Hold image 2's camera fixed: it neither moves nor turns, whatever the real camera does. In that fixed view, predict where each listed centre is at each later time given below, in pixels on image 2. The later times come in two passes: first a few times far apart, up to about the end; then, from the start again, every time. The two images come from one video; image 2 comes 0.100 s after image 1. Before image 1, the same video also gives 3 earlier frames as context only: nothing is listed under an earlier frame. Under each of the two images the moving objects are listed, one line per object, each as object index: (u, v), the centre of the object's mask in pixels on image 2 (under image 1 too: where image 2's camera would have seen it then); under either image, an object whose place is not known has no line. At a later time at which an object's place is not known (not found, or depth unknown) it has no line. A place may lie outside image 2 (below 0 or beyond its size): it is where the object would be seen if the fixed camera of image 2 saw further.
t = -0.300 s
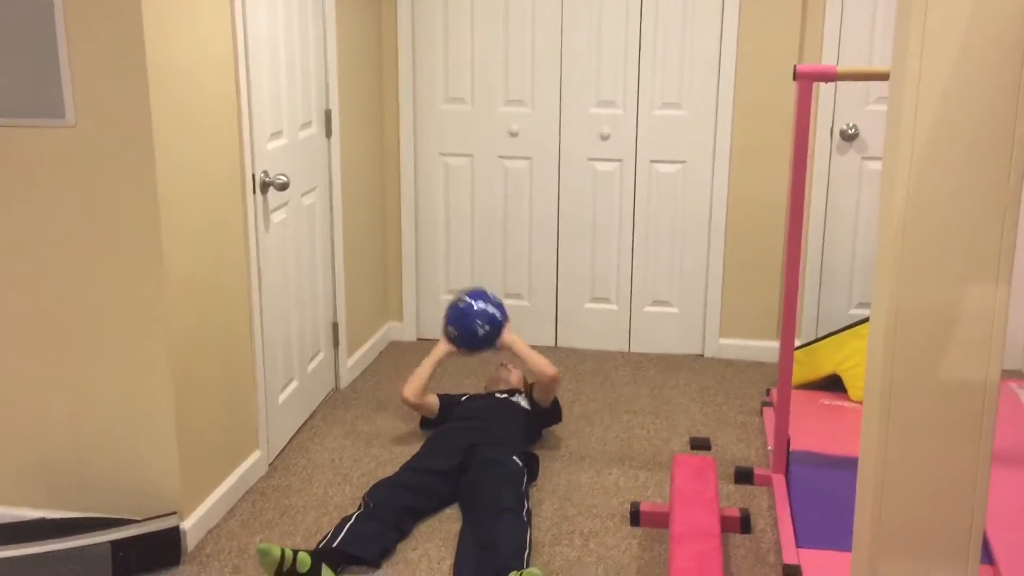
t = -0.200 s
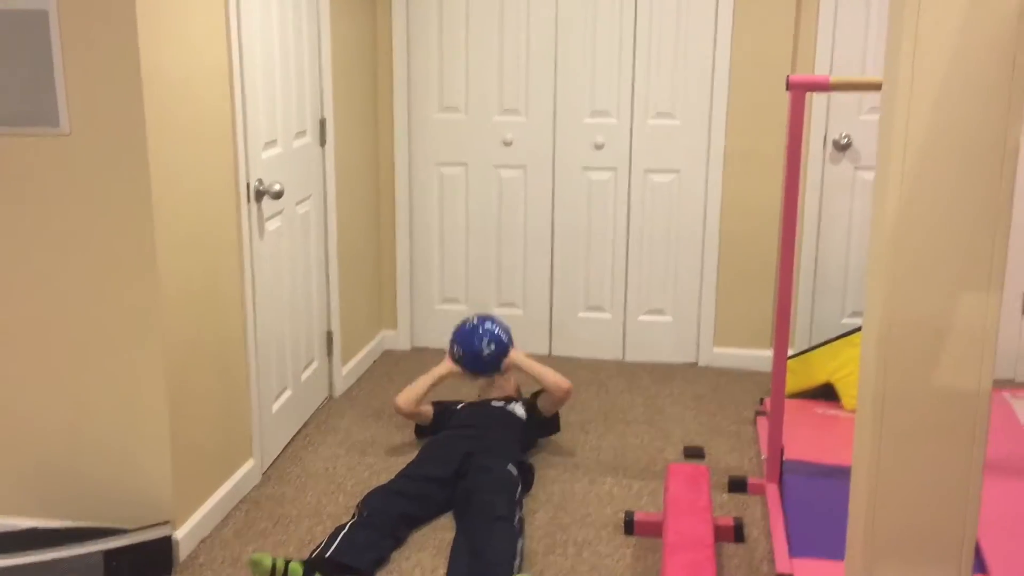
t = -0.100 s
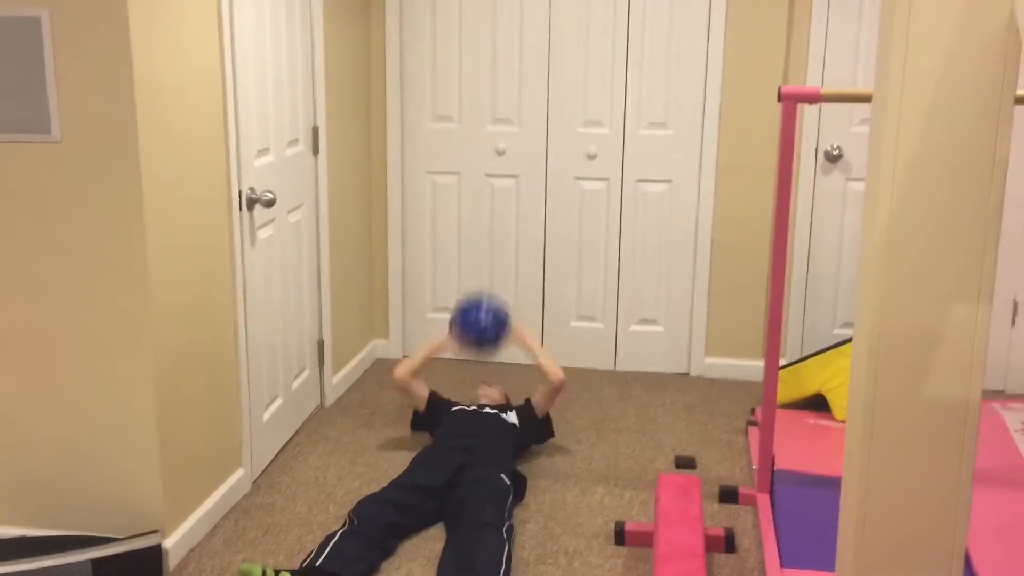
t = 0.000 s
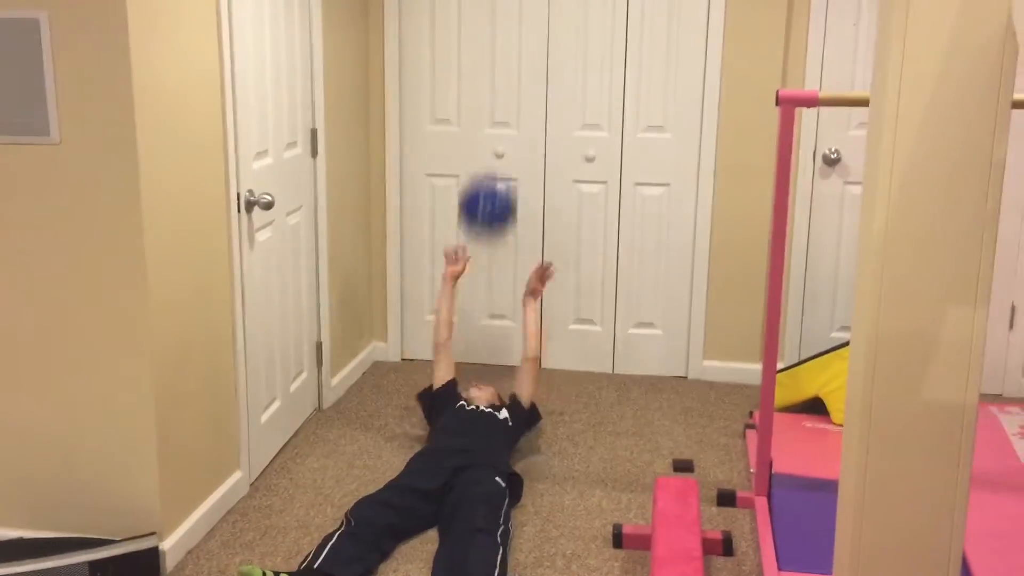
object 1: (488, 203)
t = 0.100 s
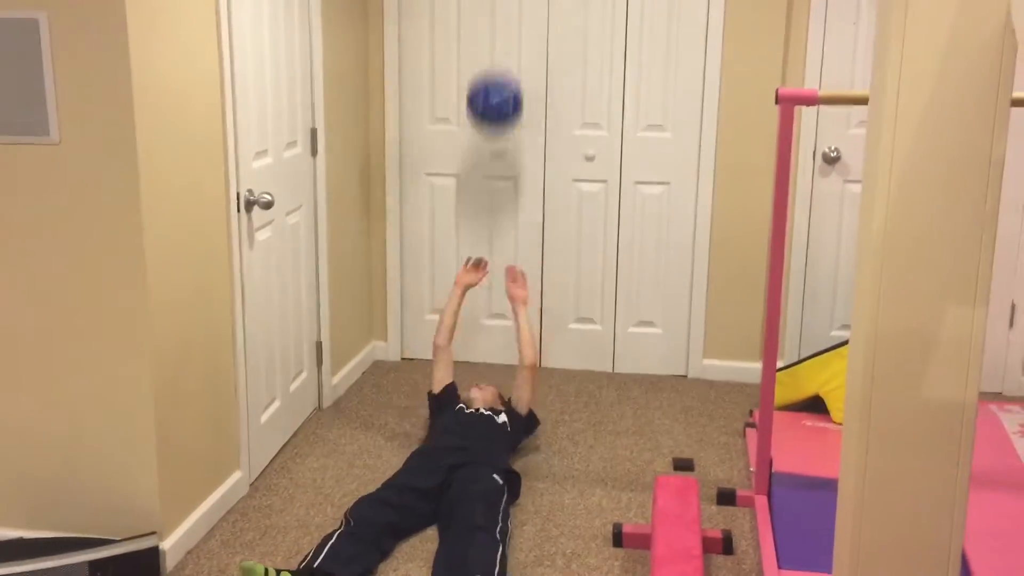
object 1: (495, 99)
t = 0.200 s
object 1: (501, 31)
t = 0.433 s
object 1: (494, 16)
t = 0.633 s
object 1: (485, 93)
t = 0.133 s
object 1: (497, 73)
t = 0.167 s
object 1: (499, 50)
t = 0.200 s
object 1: (501, 31)
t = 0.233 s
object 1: (502, 22)
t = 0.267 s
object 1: (501, 18)
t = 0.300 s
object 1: (499, 14)
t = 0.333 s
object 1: (498, 13)
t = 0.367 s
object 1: (497, 13)
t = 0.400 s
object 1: (496, 14)
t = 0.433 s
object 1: (494, 16)
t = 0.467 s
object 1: (493, 19)
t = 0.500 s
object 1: (491, 24)
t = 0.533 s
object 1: (490, 33)
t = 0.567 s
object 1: (489, 46)
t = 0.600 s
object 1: (486, 67)
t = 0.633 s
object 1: (485, 93)
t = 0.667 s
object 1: (483, 123)
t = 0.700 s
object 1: (482, 154)
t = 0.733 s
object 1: (480, 192)
